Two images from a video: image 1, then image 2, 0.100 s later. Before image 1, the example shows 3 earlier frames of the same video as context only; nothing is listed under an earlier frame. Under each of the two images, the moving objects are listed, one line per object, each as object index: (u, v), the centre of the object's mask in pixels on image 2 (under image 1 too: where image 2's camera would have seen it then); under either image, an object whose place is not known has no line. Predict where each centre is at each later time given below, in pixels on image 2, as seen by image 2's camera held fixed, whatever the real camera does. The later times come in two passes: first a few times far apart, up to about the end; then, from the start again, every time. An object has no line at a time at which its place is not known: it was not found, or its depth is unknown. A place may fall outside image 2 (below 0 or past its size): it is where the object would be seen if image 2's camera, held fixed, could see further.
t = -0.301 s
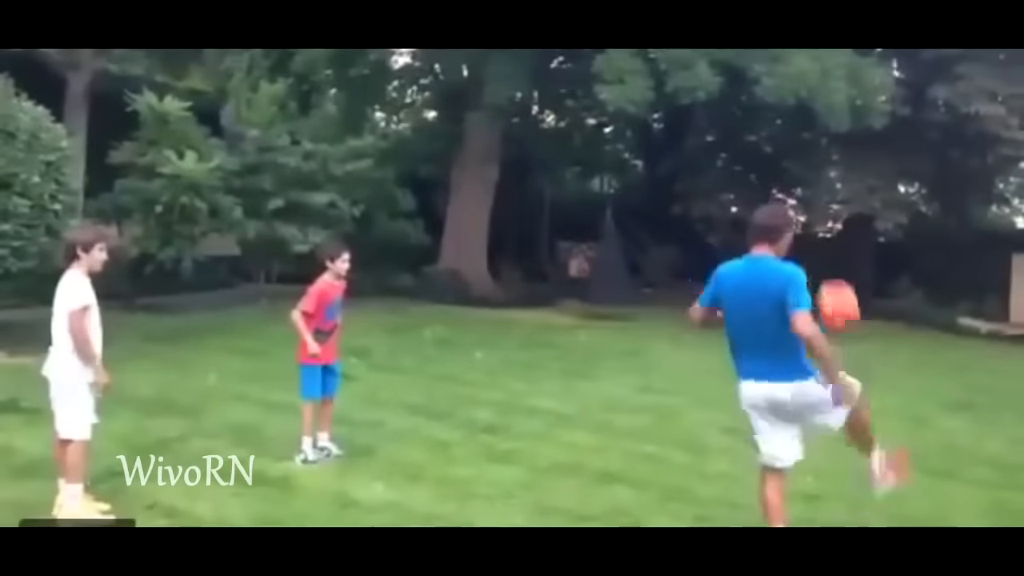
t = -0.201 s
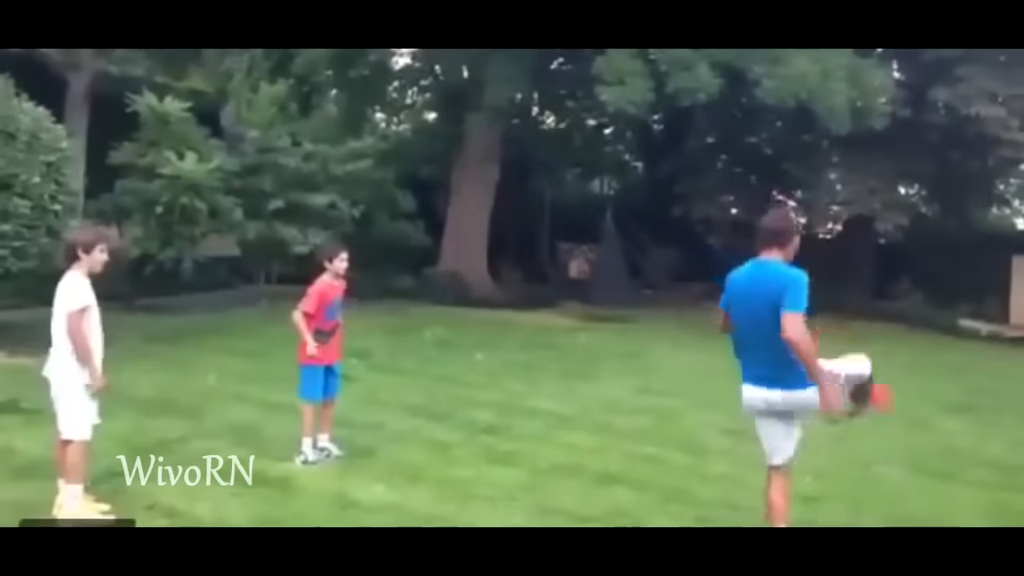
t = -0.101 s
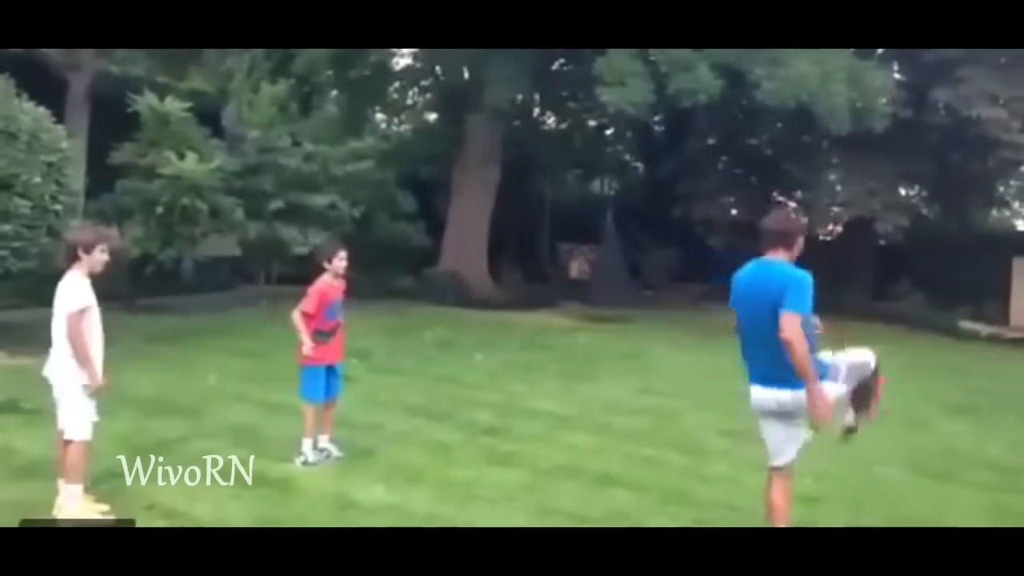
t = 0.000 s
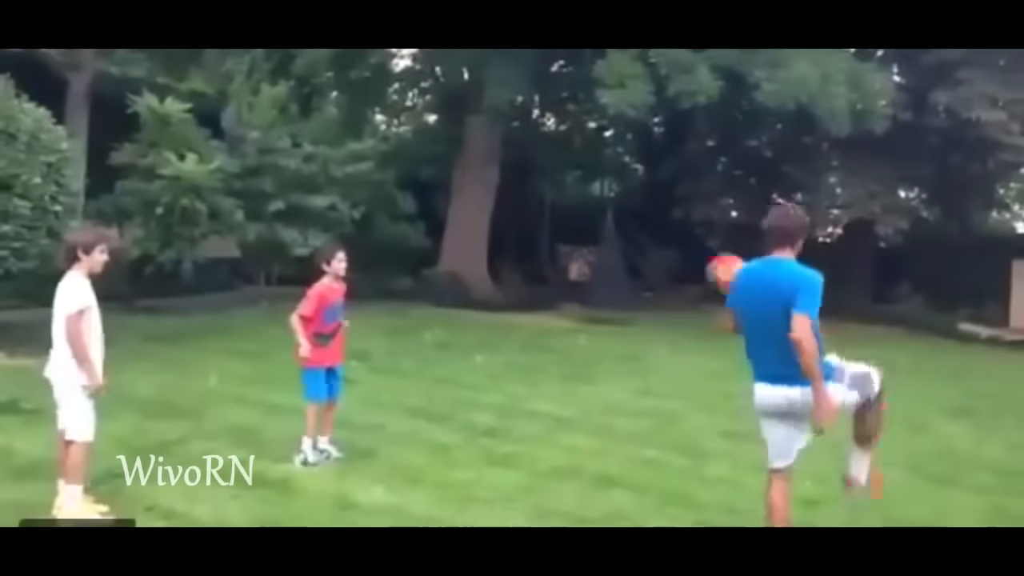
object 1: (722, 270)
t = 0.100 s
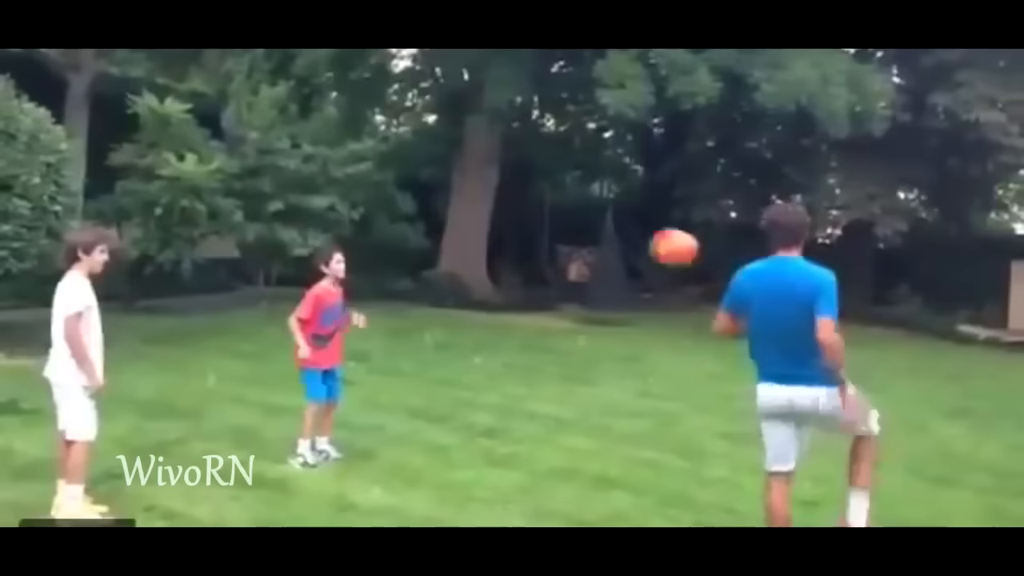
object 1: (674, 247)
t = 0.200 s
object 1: (621, 236)
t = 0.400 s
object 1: (516, 262)
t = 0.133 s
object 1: (656, 242)
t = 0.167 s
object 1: (639, 238)
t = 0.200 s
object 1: (621, 236)
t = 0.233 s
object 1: (603, 236)
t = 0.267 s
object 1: (586, 237)
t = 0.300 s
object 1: (567, 240)
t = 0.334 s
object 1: (550, 246)
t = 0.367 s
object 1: (534, 253)
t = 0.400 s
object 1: (516, 262)
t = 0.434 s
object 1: (499, 272)
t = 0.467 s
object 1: (481, 286)
